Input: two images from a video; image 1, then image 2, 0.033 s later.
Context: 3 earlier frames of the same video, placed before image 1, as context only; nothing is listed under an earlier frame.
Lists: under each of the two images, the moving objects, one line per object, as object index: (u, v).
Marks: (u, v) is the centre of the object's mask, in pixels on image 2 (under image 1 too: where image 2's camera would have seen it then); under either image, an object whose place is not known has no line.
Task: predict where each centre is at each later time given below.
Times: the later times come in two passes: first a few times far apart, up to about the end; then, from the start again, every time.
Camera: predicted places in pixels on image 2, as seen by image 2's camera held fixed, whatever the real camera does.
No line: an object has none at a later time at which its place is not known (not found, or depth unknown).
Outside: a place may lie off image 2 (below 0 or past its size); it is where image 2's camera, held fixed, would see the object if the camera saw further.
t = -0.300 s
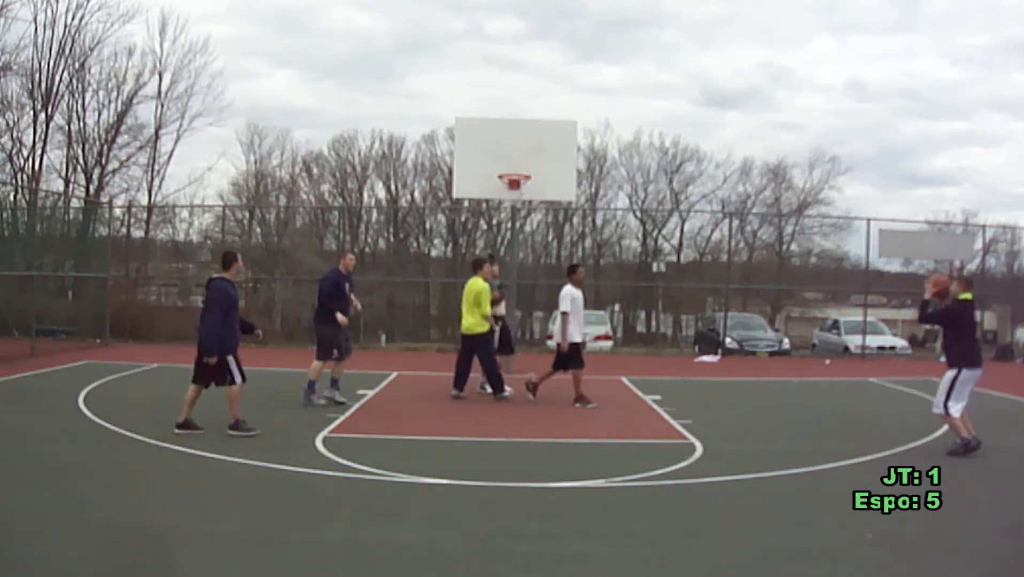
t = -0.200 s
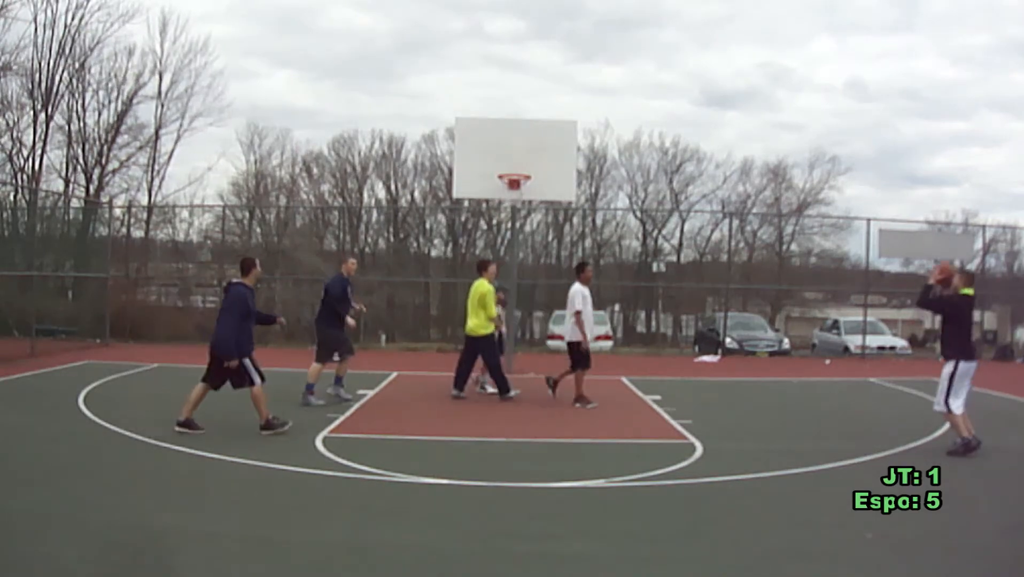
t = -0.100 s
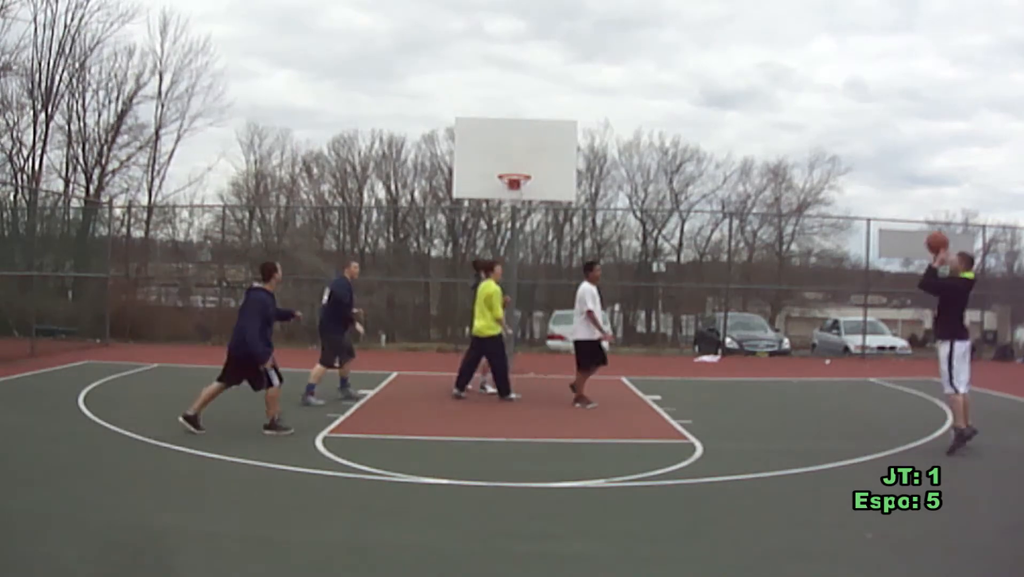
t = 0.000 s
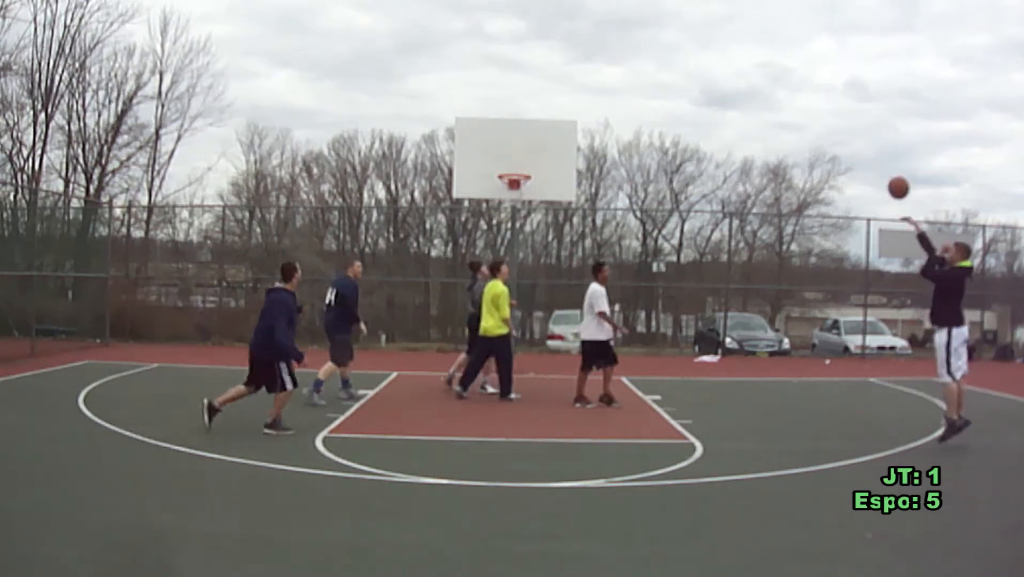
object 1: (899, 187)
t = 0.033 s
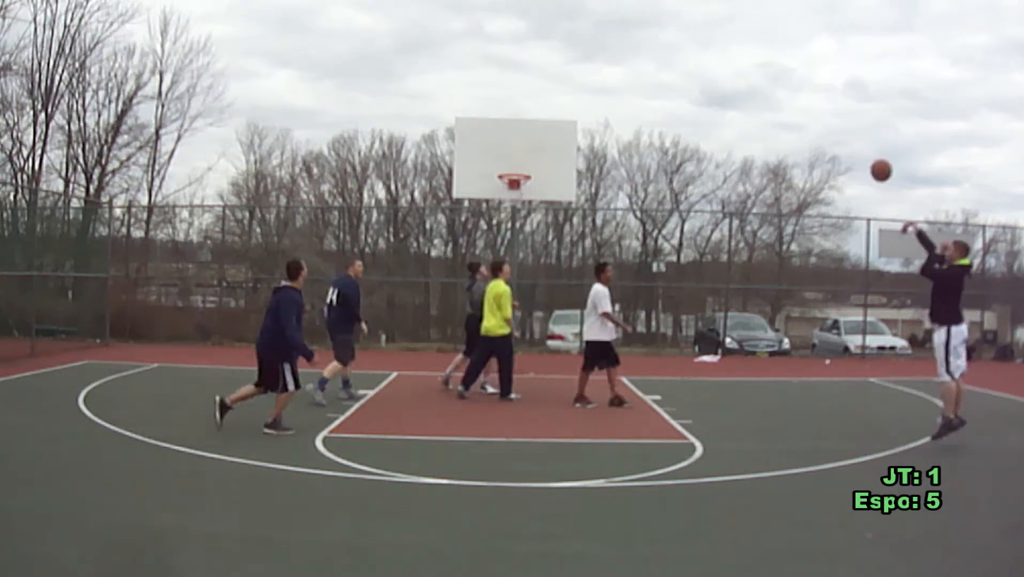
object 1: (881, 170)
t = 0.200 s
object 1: (799, 105)
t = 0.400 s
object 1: (714, 68)
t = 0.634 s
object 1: (630, 66)
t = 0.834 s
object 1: (568, 93)
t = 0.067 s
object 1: (864, 154)
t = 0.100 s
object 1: (847, 140)
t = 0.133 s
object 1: (831, 127)
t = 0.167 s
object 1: (814, 116)
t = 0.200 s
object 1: (799, 105)
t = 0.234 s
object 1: (784, 96)
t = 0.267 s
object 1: (769, 89)
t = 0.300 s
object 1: (755, 82)
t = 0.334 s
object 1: (741, 76)
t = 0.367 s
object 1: (727, 71)
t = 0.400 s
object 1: (714, 68)
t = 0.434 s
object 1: (701, 65)
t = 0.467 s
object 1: (689, 63)
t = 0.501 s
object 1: (677, 62)
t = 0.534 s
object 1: (665, 62)
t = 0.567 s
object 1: (653, 63)
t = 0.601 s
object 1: (642, 64)
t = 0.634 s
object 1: (630, 66)
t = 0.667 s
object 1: (620, 69)
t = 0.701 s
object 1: (609, 73)
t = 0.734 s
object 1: (598, 77)
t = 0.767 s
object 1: (588, 82)
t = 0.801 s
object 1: (578, 87)
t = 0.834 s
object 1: (568, 93)
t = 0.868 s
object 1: (559, 100)
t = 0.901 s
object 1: (549, 108)
